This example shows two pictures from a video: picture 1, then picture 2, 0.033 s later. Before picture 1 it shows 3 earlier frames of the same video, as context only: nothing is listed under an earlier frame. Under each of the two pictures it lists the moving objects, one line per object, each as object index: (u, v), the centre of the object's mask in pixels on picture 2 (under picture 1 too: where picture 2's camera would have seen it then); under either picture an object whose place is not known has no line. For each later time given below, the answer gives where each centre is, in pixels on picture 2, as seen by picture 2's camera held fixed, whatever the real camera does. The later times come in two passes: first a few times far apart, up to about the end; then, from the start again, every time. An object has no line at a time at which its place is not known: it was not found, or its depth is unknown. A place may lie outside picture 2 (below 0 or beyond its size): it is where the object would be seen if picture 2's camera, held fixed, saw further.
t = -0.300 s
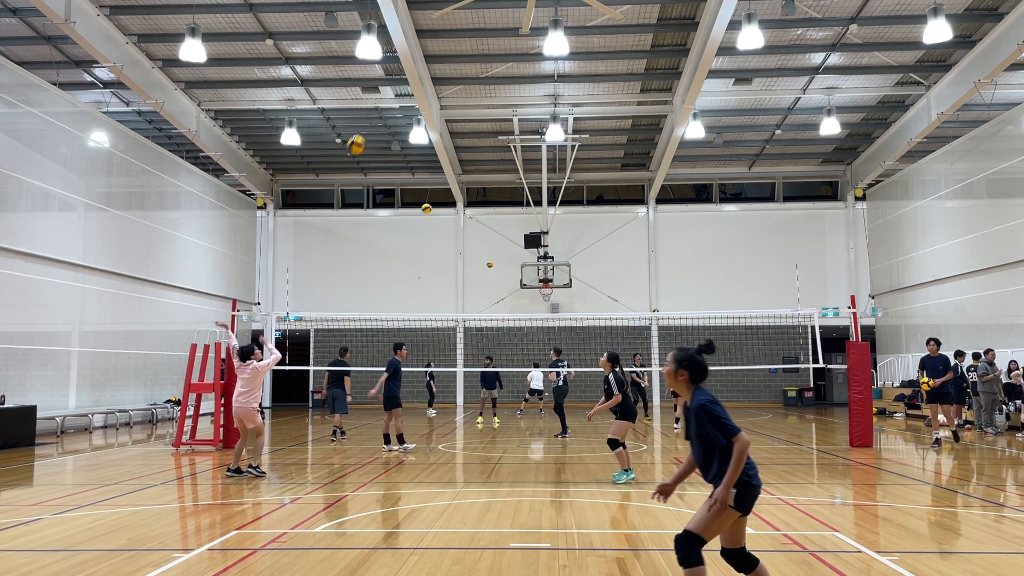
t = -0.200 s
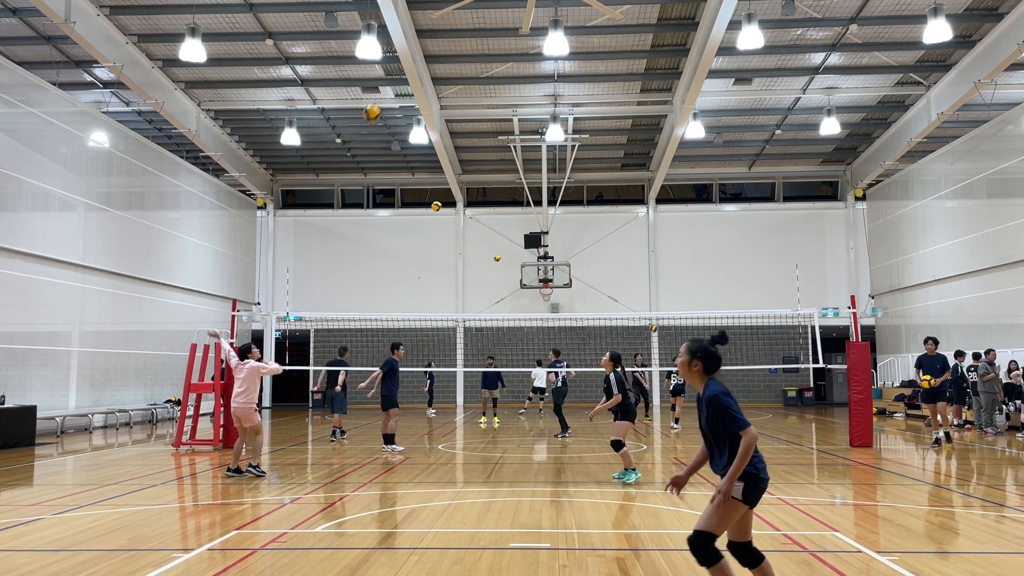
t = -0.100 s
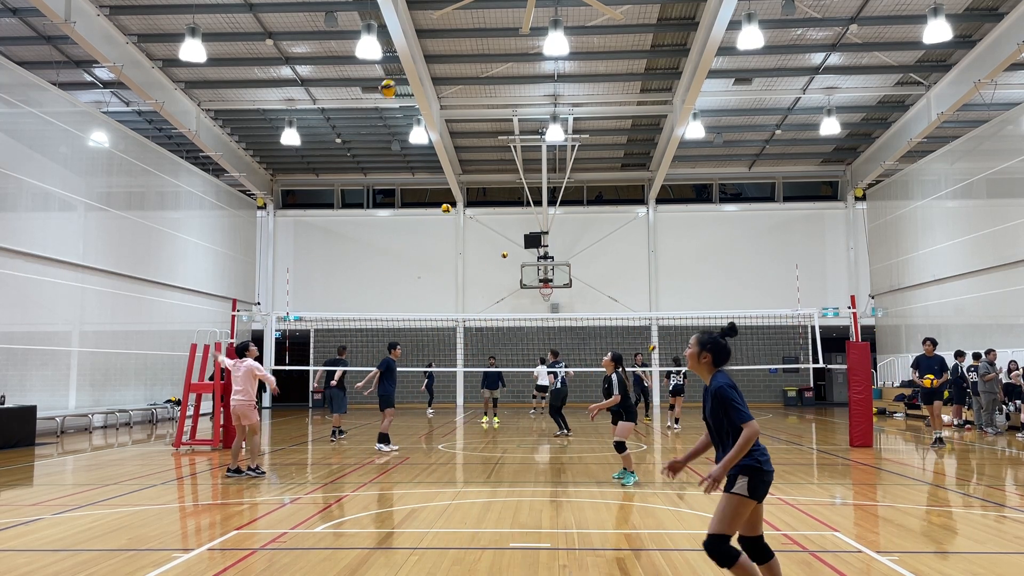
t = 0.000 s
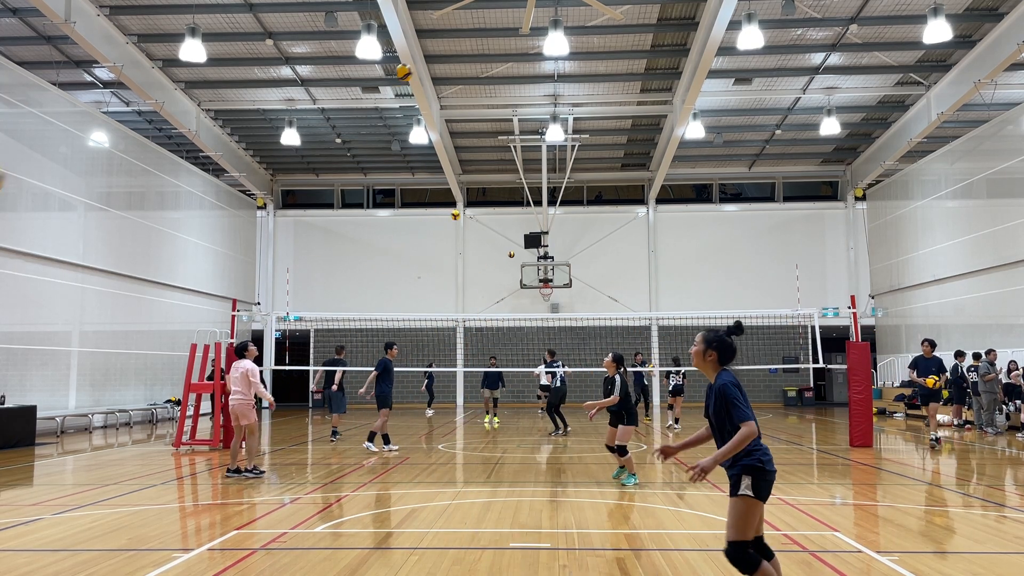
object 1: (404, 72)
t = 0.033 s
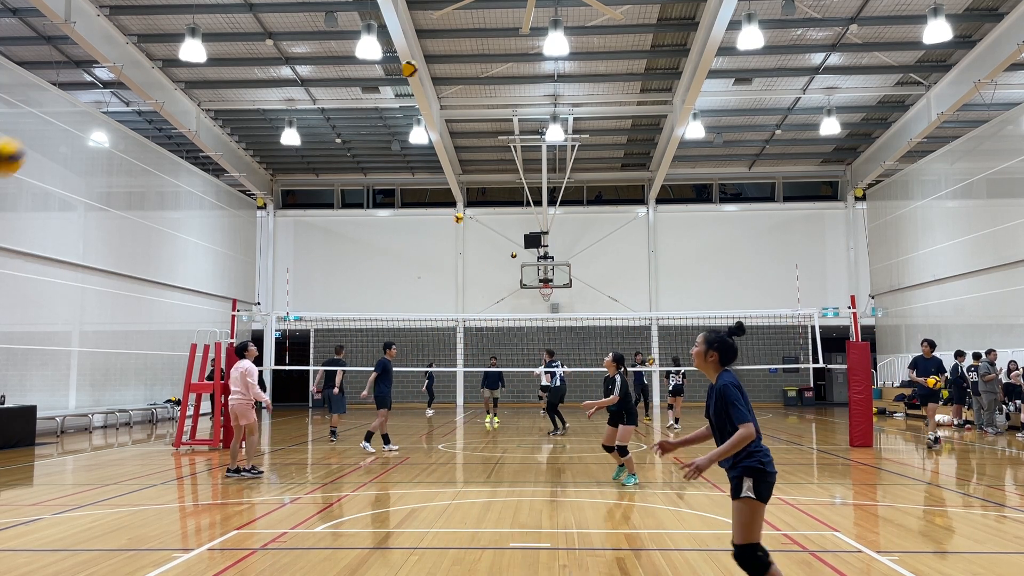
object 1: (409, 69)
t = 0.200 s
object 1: (435, 61)
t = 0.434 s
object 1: (474, 88)
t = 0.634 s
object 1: (507, 147)
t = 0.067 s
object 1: (414, 65)
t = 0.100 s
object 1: (420, 63)
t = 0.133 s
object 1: (426, 62)
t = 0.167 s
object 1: (431, 61)
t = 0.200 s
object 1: (435, 61)
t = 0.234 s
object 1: (441, 63)
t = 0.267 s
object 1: (447, 65)
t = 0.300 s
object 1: (453, 68)
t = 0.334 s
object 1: (458, 71)
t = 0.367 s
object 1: (463, 76)
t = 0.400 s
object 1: (469, 82)
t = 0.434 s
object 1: (474, 88)
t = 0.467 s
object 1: (480, 96)
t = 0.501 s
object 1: (485, 104)
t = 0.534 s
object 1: (491, 114)
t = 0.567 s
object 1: (497, 125)
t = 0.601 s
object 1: (502, 135)
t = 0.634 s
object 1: (507, 147)
